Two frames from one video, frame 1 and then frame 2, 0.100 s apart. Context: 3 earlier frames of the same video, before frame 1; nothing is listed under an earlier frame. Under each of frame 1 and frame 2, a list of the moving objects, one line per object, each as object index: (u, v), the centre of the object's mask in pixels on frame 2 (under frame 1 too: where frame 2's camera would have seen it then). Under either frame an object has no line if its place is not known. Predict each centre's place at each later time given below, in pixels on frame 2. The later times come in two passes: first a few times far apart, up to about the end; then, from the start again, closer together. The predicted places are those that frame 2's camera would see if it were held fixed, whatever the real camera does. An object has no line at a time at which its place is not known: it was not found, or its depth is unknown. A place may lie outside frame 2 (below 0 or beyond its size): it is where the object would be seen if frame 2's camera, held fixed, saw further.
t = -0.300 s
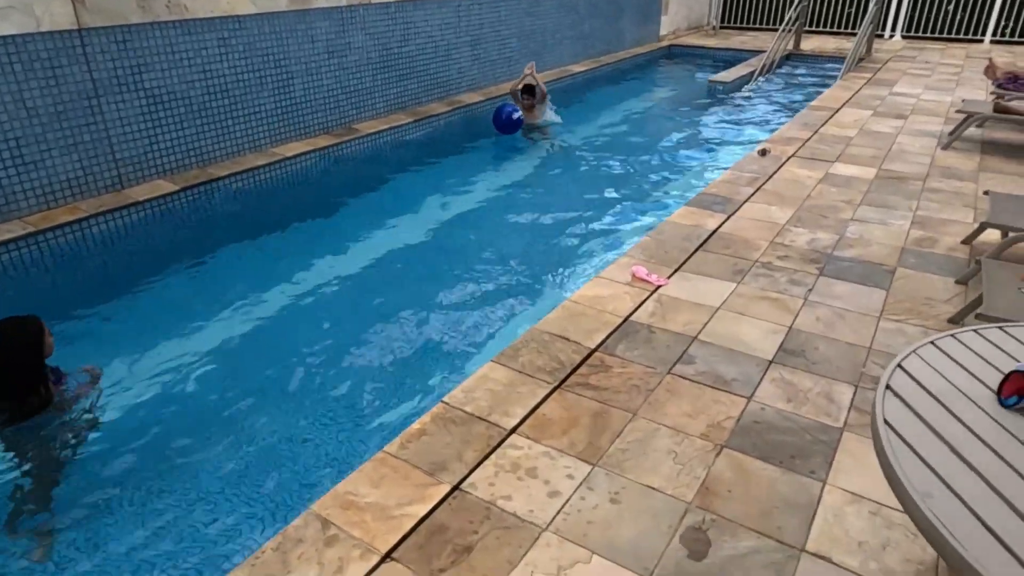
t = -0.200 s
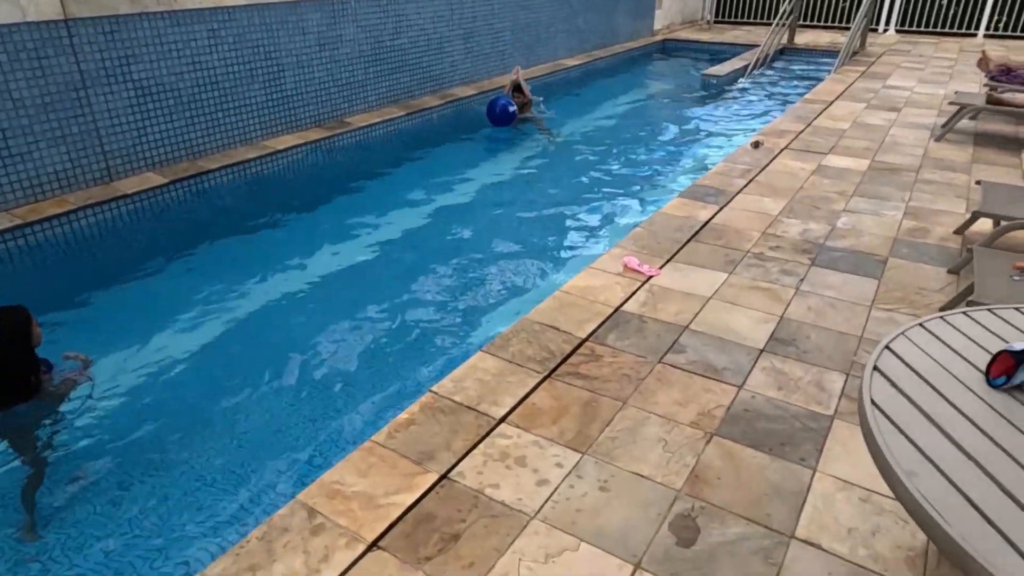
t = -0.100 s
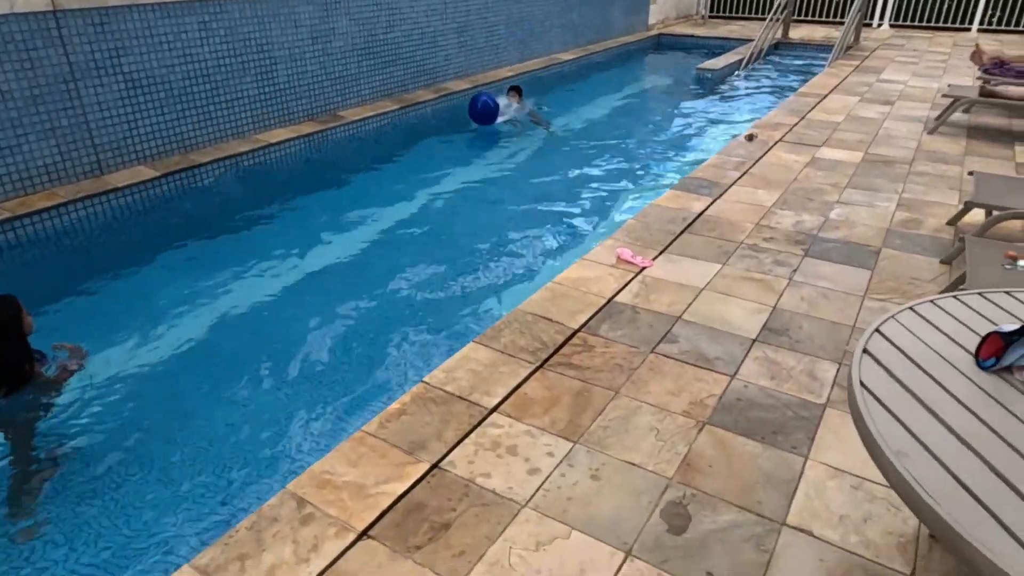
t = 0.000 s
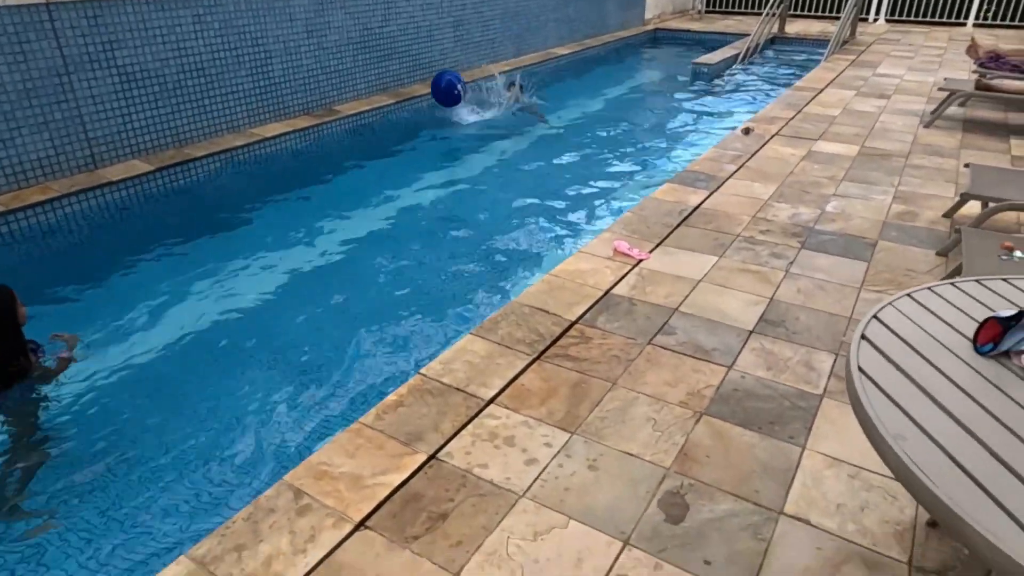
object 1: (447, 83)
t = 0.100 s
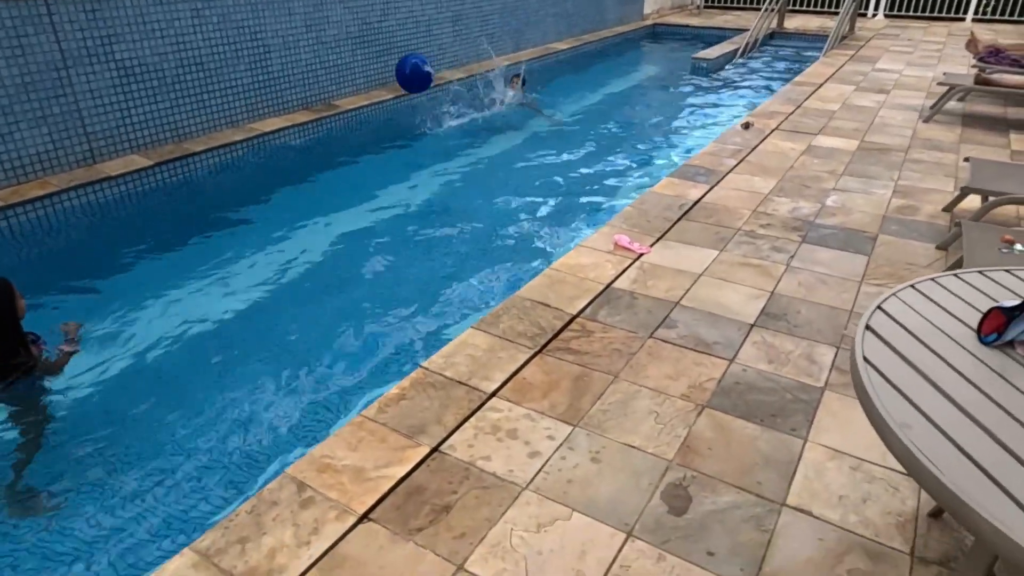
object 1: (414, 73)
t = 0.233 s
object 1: (366, 72)
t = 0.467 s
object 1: (273, 111)
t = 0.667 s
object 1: (188, 198)
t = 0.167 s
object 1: (390, 71)
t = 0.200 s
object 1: (378, 71)
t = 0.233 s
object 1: (366, 72)
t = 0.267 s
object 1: (353, 73)
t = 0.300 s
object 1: (341, 76)
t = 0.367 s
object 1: (316, 86)
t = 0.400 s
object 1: (301, 93)
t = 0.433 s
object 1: (288, 102)
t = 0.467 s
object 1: (273, 111)
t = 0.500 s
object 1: (259, 122)
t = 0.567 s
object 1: (231, 147)
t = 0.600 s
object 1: (217, 162)
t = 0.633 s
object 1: (203, 180)
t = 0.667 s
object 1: (188, 198)
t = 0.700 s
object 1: (175, 218)
